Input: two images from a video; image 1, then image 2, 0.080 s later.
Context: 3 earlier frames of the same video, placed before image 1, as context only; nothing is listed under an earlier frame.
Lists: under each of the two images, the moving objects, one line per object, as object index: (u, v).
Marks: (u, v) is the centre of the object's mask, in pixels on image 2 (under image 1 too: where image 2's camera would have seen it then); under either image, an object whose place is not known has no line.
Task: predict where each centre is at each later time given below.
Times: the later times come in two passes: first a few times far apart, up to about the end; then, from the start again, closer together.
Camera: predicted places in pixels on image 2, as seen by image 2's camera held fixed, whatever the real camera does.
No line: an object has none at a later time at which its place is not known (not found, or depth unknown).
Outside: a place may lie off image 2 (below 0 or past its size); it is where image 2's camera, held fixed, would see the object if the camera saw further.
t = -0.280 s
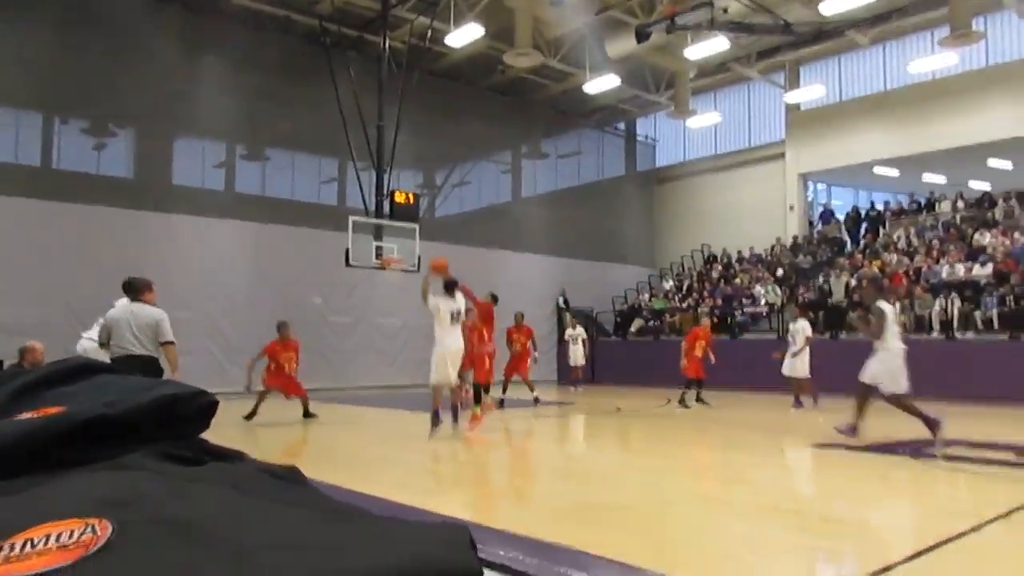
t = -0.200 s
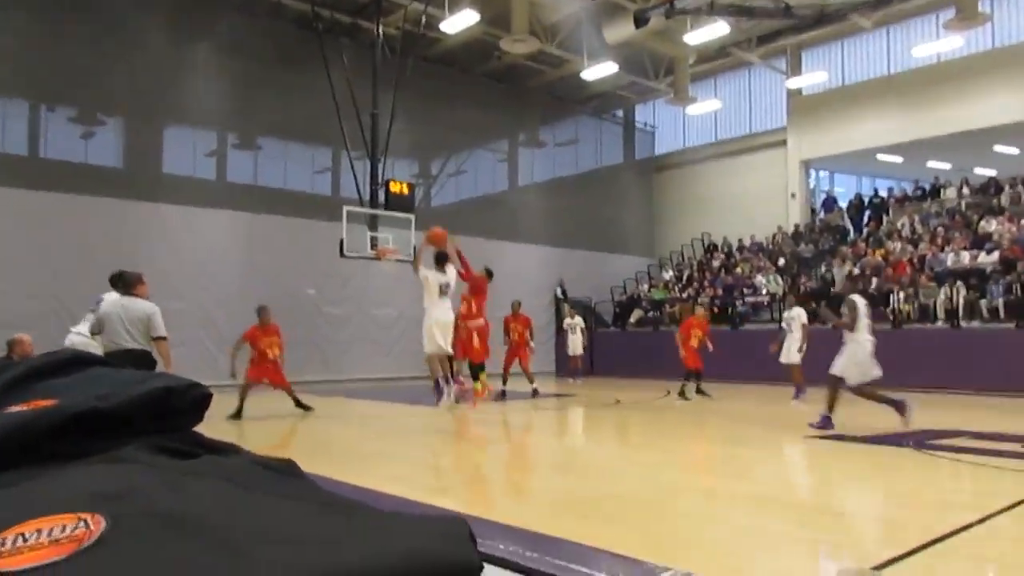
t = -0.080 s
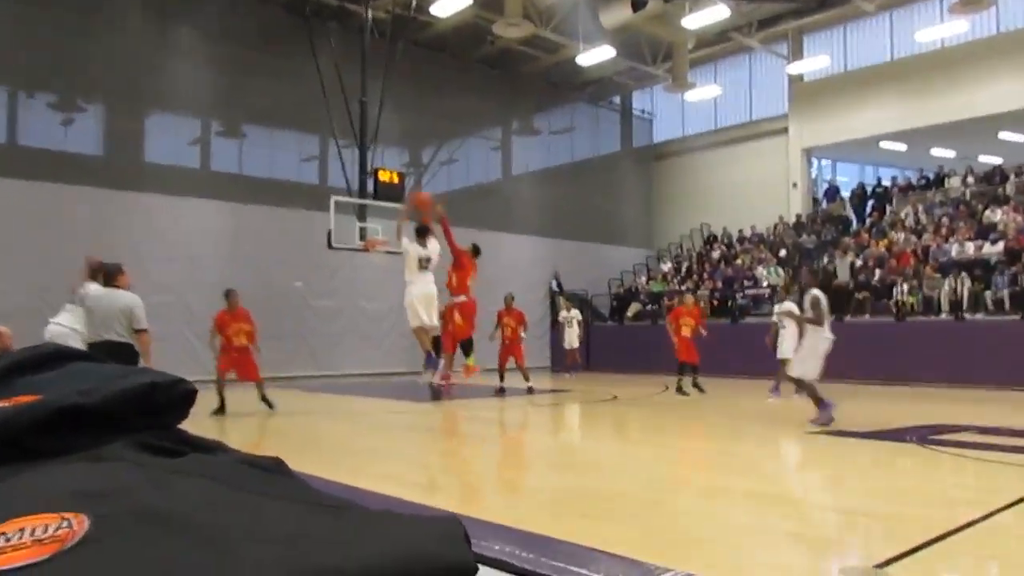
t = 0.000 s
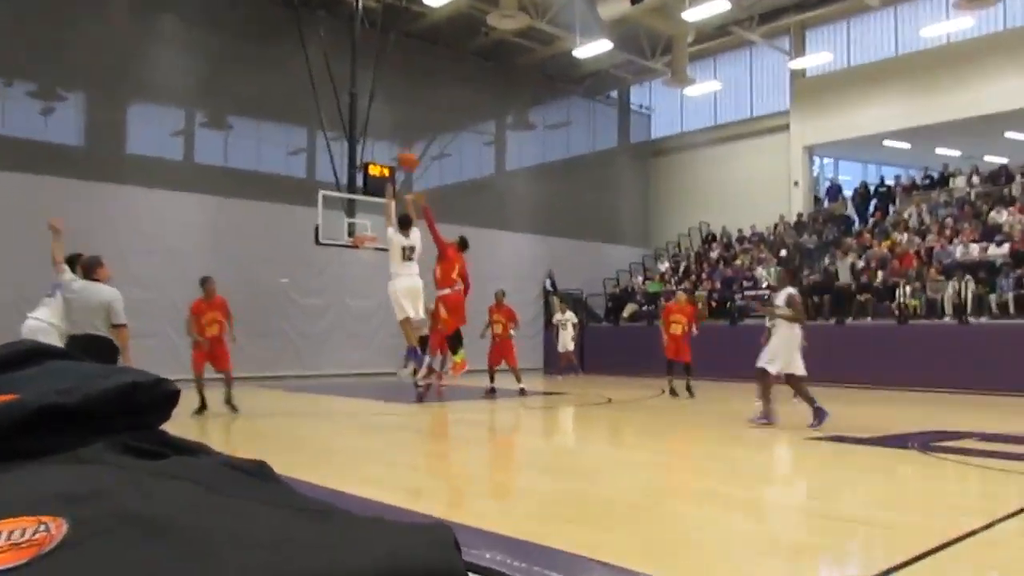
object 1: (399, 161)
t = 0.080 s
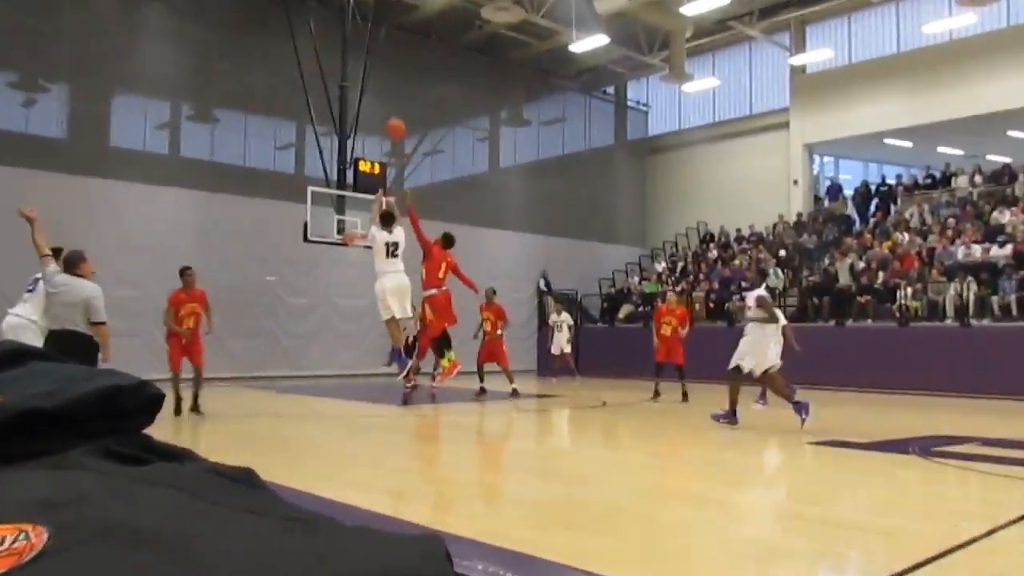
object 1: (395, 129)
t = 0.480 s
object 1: (376, 76)
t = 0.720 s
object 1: (368, 98)
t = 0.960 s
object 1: (360, 144)
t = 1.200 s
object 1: (352, 211)
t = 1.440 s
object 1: (334, 259)
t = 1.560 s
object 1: (320, 291)
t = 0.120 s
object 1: (392, 117)
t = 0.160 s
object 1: (390, 105)
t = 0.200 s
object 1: (387, 96)
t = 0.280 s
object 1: (384, 83)
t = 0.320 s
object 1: (382, 80)
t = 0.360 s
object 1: (380, 78)
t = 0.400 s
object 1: (379, 75)
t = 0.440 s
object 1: (378, 74)
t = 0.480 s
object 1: (376, 76)
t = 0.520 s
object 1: (375, 77)
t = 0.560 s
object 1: (373, 80)
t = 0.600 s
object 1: (372, 83)
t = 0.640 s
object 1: (371, 87)
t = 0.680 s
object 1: (370, 92)
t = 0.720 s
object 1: (368, 98)
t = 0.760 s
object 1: (366, 103)
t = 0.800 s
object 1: (365, 110)
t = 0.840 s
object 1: (362, 117)
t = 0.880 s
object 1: (361, 126)
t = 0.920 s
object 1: (361, 135)
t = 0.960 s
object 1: (360, 144)
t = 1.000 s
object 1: (358, 154)
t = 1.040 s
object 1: (358, 158)
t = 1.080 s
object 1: (356, 175)
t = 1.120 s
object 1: (356, 186)
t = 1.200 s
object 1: (352, 211)
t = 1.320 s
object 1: (347, 234)
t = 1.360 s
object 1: (345, 238)
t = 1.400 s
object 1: (338, 249)
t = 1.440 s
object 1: (334, 259)
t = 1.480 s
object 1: (329, 269)
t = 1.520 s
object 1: (325, 279)
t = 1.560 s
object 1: (320, 291)
